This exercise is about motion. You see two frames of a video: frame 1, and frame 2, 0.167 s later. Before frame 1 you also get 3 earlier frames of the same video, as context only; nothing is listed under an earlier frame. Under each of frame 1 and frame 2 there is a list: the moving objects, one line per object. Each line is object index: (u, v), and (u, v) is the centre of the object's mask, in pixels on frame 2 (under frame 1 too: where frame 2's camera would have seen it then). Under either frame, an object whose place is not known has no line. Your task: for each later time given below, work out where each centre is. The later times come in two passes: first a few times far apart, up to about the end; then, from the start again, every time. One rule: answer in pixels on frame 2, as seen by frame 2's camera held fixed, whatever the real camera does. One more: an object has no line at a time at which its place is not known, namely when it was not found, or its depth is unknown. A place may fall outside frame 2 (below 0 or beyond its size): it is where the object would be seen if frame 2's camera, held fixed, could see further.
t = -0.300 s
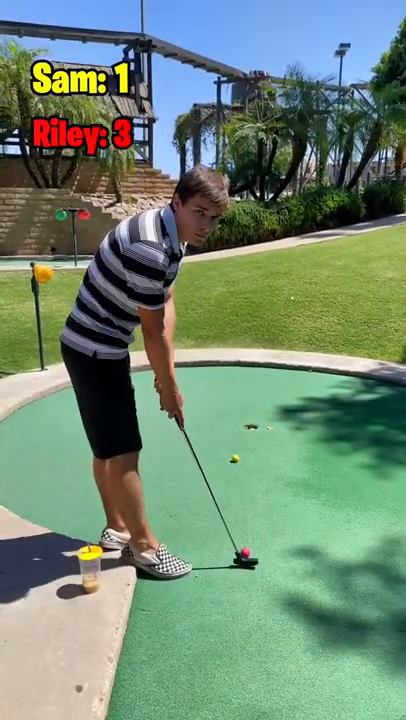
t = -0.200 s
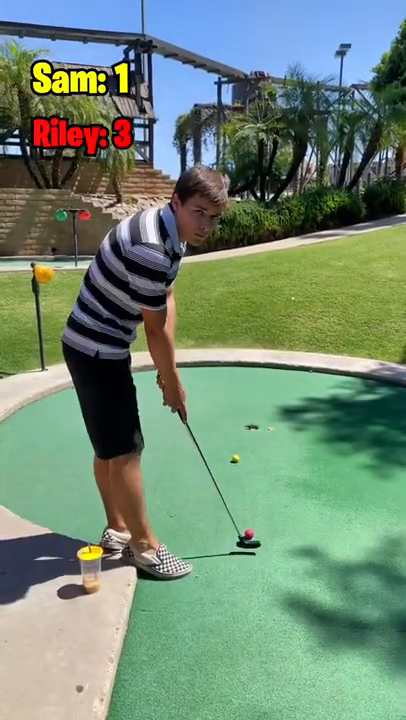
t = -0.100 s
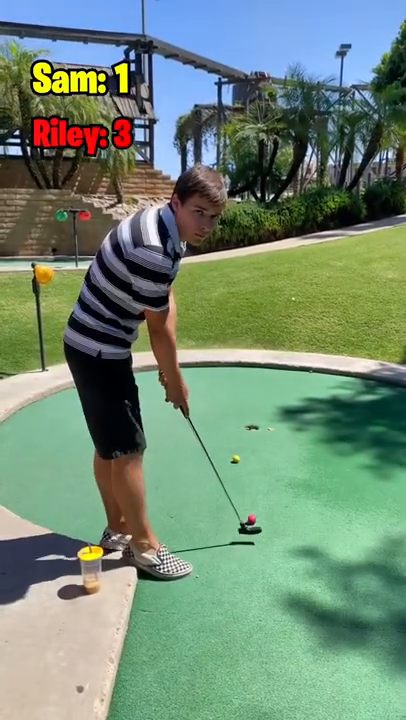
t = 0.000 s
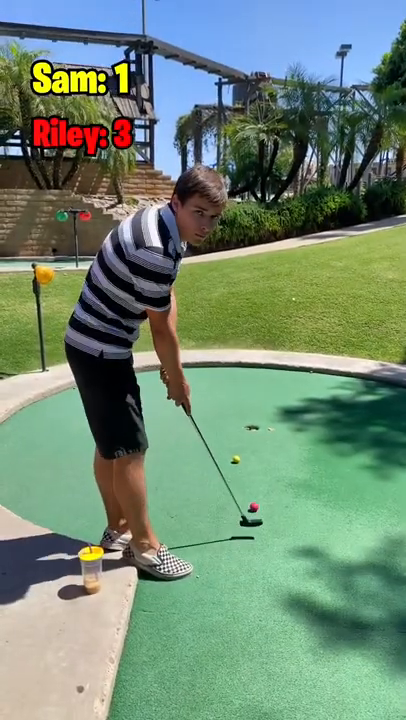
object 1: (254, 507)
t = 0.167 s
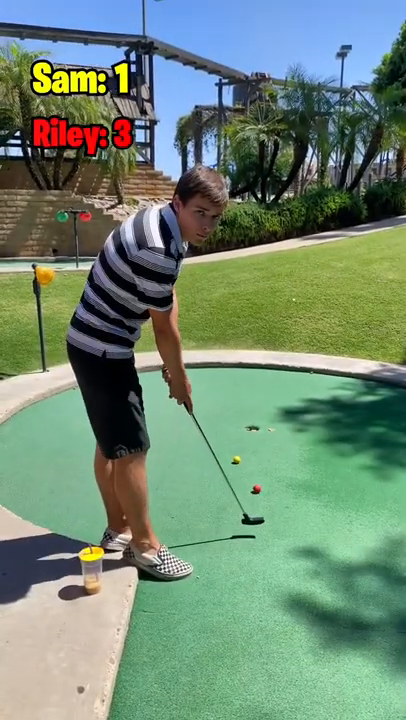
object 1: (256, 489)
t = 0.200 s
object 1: (257, 485)
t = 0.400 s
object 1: (259, 467)
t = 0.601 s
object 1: (260, 452)
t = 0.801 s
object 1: (262, 440)
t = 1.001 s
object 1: (263, 429)
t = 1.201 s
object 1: (265, 420)
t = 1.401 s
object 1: (265, 413)
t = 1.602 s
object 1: (266, 407)
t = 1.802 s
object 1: (266, 401)
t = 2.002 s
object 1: (266, 396)
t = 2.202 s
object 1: (267, 392)
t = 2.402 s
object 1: (267, 388)
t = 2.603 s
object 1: (268, 386)
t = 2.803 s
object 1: (269, 383)
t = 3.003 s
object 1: (270, 380)
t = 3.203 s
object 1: (271, 378)
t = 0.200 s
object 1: (257, 485)
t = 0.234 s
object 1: (257, 482)
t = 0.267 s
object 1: (258, 479)
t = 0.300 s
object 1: (258, 476)
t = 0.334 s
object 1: (258, 473)
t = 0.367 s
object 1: (258, 470)
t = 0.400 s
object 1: (259, 467)
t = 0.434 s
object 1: (259, 464)
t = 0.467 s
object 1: (259, 462)
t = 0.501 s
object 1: (259, 459)
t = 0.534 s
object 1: (260, 457)
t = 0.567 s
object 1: (260, 454)
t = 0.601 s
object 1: (260, 452)
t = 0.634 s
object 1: (260, 450)
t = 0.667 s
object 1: (261, 448)
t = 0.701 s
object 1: (261, 446)
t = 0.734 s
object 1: (261, 444)
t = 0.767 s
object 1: (261, 442)
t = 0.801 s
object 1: (262, 440)
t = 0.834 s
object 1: (262, 438)
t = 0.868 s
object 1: (262, 436)
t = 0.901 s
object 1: (262, 434)
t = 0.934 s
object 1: (263, 433)
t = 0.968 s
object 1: (263, 431)
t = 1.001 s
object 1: (263, 429)
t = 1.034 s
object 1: (263, 428)
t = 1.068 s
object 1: (264, 426)
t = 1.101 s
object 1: (264, 425)
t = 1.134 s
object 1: (264, 423)
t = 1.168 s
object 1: (265, 421)
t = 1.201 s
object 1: (265, 420)
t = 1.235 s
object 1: (265, 419)
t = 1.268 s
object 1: (265, 418)
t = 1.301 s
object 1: (265, 417)
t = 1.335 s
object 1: (265, 415)
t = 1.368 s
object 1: (265, 414)
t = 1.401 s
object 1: (265, 413)
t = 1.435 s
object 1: (266, 412)
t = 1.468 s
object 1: (266, 411)
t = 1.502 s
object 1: (266, 410)
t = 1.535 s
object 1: (266, 409)
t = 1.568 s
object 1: (266, 408)
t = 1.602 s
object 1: (266, 407)
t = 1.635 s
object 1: (266, 406)
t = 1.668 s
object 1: (266, 405)
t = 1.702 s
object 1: (266, 404)
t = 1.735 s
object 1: (266, 403)
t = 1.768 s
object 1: (266, 402)
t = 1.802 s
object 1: (266, 401)
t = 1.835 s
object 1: (266, 400)
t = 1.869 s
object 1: (266, 400)
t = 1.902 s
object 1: (266, 399)
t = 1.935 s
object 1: (266, 398)
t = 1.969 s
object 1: (266, 397)
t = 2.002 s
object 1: (266, 396)
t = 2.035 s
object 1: (266, 395)
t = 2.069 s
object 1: (266, 395)
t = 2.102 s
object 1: (267, 394)
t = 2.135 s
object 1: (267, 393)
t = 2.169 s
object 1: (267, 393)
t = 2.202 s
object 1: (267, 392)
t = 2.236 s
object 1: (267, 391)
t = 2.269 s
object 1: (267, 391)
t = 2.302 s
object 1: (267, 390)
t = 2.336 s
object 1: (267, 390)
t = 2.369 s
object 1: (267, 389)
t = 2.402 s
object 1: (267, 388)
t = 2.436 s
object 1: (268, 388)
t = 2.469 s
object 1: (268, 387)
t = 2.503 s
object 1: (268, 387)
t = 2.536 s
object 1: (268, 386)
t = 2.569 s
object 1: (268, 386)
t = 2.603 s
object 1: (268, 386)
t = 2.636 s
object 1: (268, 385)
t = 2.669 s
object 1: (268, 385)
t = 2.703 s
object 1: (268, 384)
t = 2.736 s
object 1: (269, 384)
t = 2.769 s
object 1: (268, 383)
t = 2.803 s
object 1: (269, 383)
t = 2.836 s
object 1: (269, 382)
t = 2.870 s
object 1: (269, 382)
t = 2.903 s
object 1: (269, 381)
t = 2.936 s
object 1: (269, 381)
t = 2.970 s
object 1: (270, 380)
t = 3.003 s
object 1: (270, 380)
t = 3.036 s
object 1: (270, 380)
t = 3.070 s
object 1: (270, 380)
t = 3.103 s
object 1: (270, 379)
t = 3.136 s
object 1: (271, 379)
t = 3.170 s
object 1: (271, 379)
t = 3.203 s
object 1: (271, 378)
